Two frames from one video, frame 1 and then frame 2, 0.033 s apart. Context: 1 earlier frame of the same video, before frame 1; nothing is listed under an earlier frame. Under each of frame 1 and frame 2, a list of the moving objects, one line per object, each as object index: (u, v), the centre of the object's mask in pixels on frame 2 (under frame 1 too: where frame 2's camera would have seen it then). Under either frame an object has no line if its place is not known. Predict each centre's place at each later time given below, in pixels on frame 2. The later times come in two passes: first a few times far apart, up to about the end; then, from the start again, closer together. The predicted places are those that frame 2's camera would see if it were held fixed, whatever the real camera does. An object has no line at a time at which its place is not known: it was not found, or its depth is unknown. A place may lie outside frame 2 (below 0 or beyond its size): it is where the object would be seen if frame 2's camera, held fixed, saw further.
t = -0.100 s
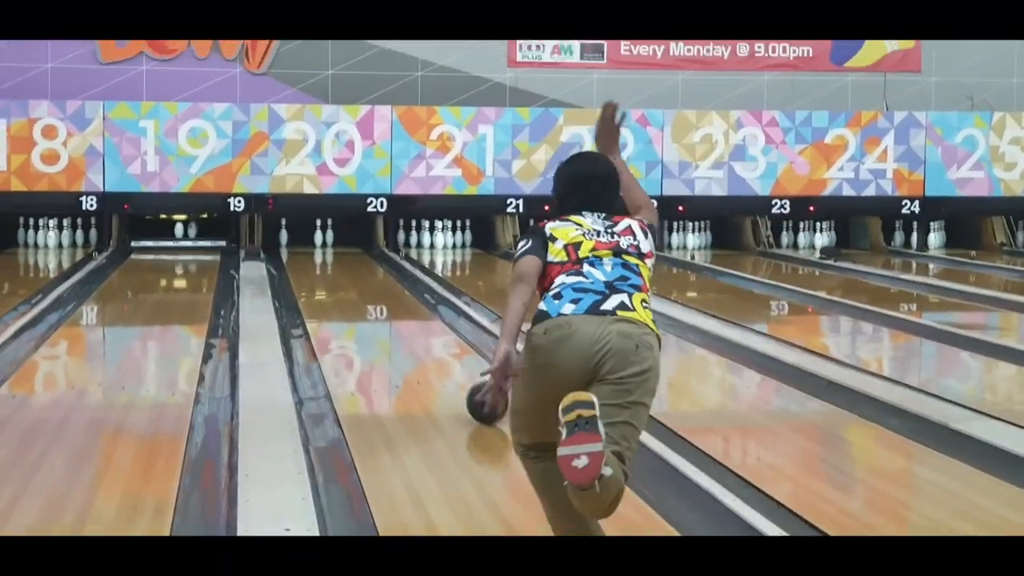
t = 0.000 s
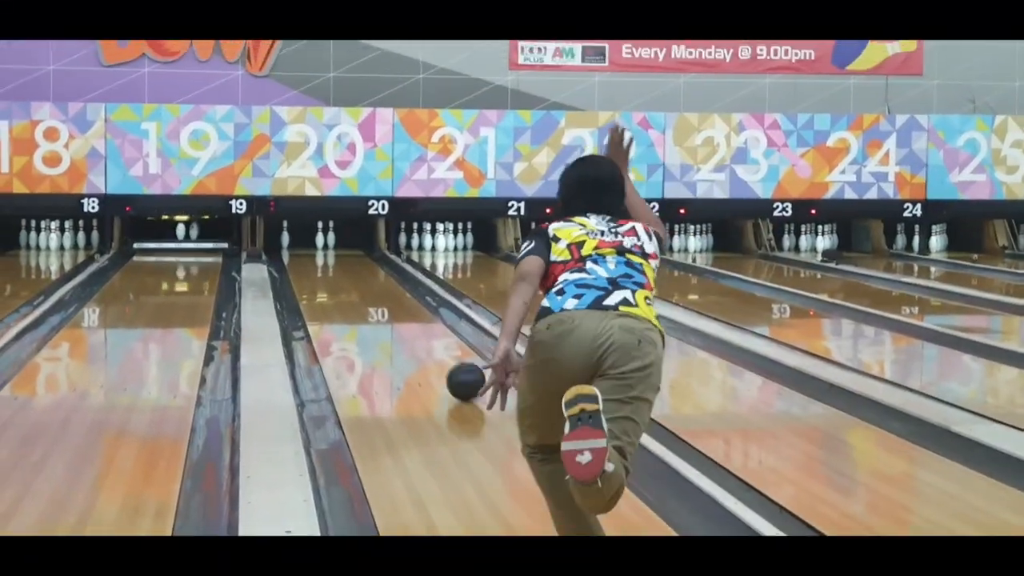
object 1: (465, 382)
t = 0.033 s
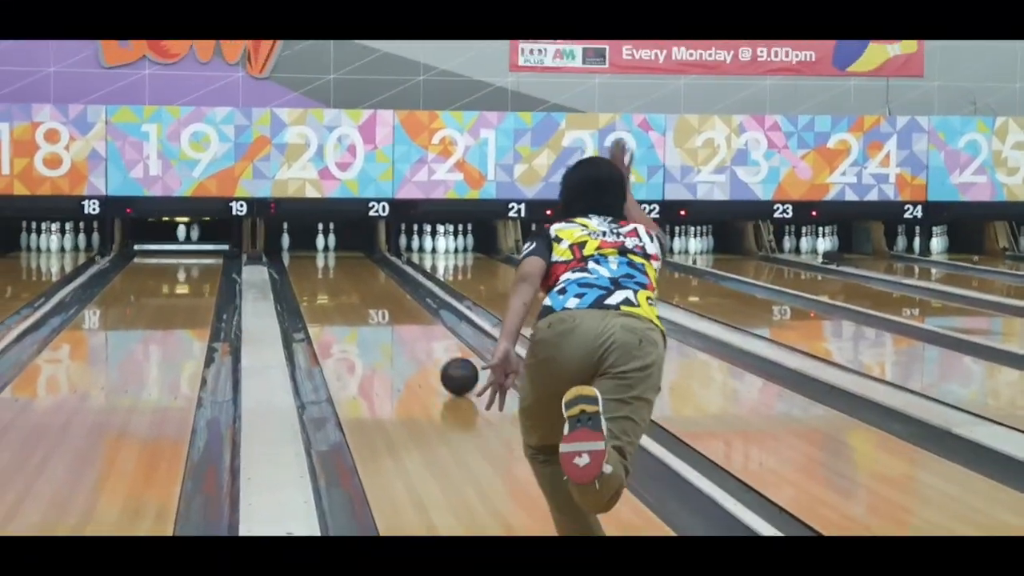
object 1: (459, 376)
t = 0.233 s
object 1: (426, 342)
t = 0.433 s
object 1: (401, 318)
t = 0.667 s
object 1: (381, 297)
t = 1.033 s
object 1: (352, 276)
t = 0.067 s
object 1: (453, 369)
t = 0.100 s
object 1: (446, 363)
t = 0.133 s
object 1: (441, 358)
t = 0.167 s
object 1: (435, 352)
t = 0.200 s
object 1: (430, 347)
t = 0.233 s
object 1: (426, 342)
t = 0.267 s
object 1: (421, 338)
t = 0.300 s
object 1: (417, 333)
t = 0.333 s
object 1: (413, 329)
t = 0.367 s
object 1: (409, 325)
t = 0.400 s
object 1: (405, 321)
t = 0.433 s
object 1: (401, 318)
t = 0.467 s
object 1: (398, 315)
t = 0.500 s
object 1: (394, 312)
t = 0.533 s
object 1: (392, 308)
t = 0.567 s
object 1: (389, 305)
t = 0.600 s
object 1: (386, 302)
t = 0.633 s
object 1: (383, 300)
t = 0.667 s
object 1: (381, 297)
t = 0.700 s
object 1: (379, 295)
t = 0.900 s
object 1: (365, 283)
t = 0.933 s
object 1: (362, 282)
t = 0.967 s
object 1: (359, 279)
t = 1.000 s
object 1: (355, 278)
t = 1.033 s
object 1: (352, 276)
